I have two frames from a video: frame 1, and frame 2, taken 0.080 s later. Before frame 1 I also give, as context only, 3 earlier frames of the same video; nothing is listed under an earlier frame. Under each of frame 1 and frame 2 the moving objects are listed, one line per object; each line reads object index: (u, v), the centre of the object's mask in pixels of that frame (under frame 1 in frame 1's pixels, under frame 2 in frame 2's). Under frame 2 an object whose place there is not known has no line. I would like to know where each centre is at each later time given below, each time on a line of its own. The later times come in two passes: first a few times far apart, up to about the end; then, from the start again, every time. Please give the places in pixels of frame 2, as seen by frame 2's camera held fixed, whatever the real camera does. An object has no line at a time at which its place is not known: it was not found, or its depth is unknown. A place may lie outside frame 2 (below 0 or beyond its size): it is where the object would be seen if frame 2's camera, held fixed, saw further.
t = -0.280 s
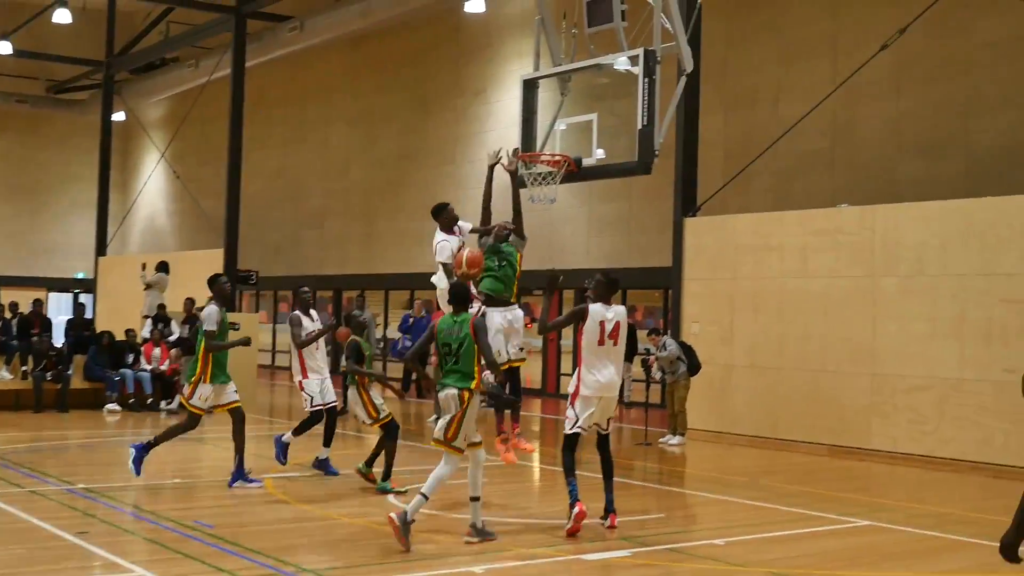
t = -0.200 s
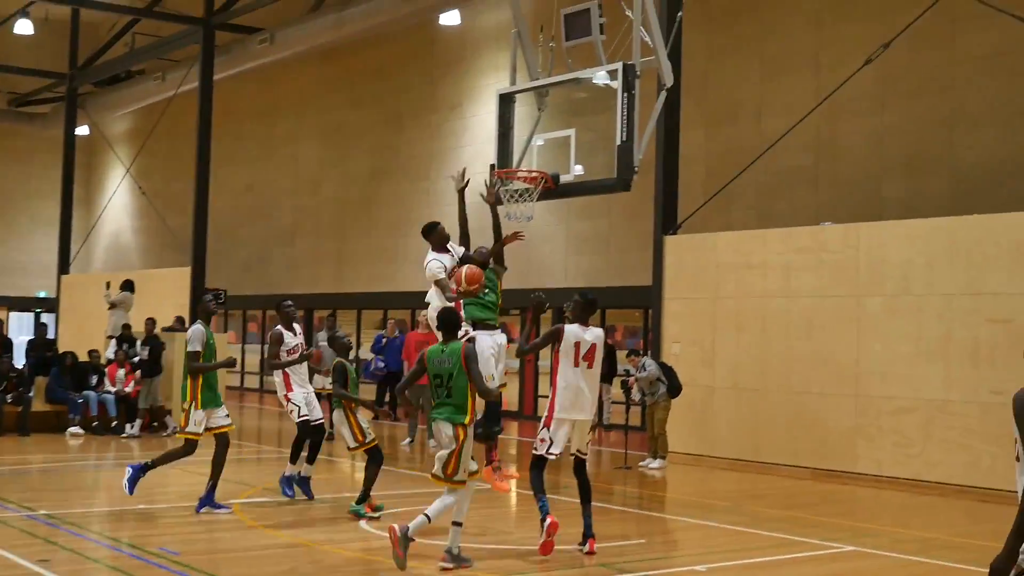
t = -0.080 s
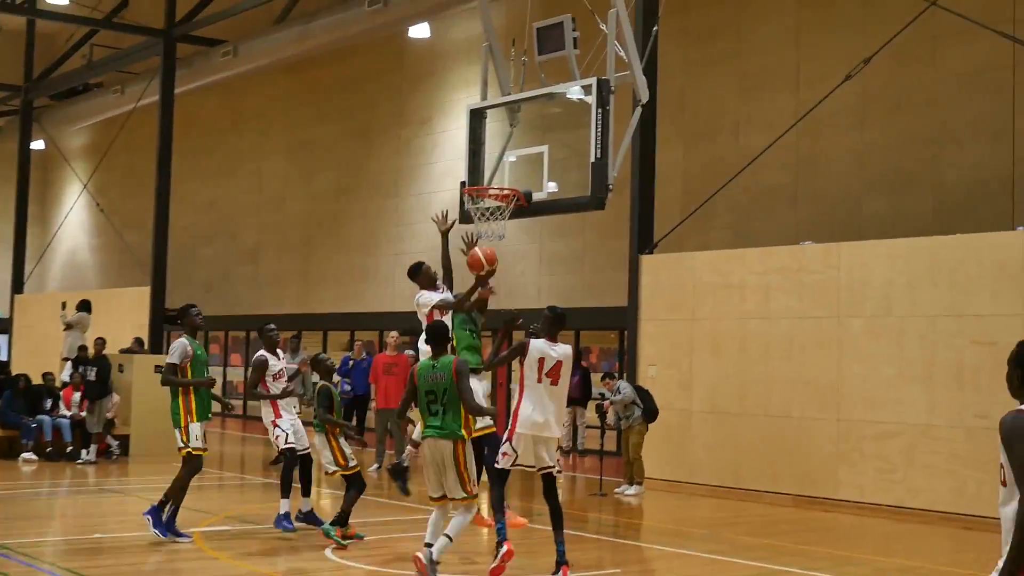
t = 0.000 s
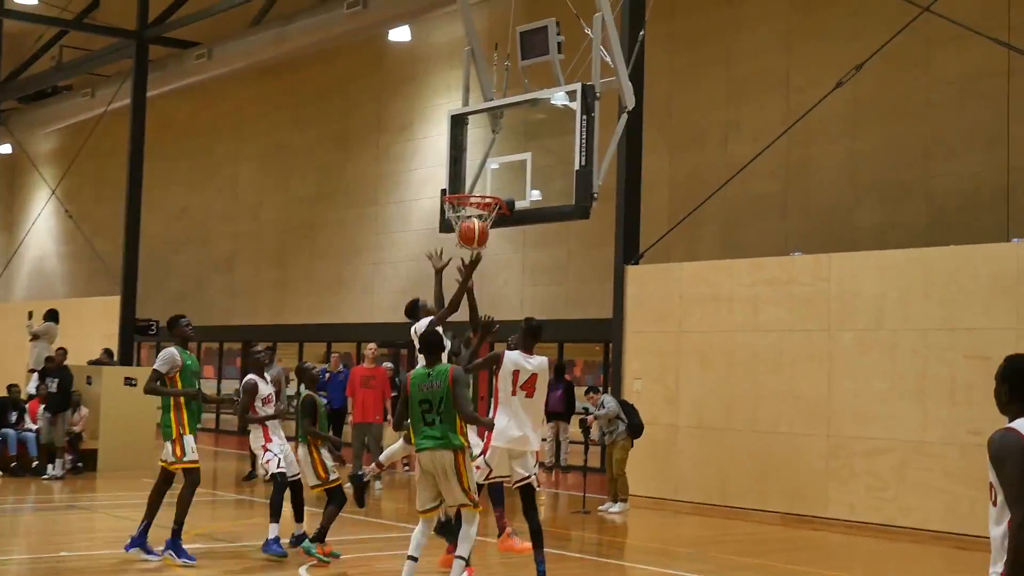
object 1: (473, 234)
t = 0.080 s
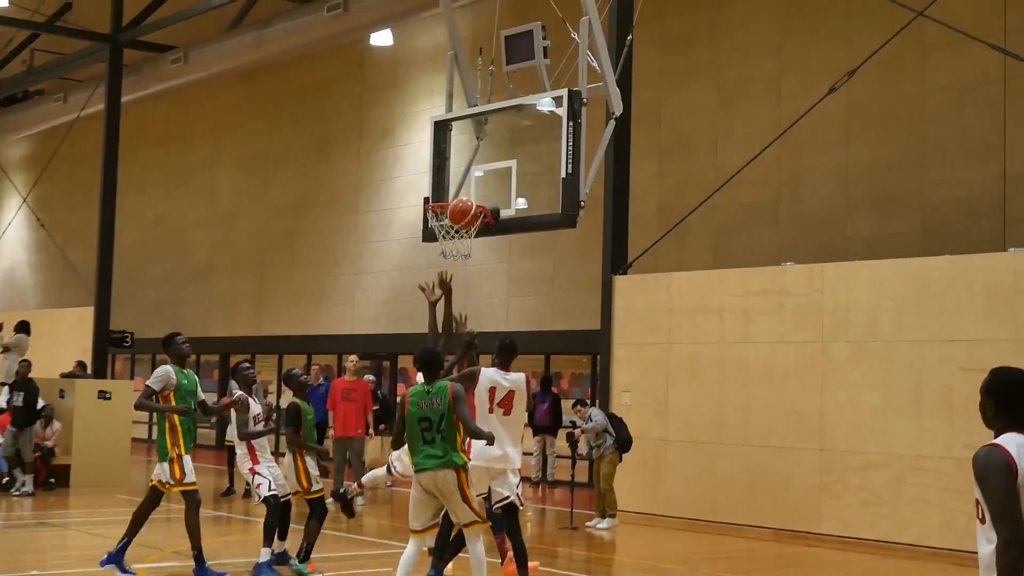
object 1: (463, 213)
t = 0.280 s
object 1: (474, 177)
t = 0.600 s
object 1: (459, 201)
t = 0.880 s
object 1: (441, 236)
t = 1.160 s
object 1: (461, 303)
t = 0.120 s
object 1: (465, 203)
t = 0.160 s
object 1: (467, 192)
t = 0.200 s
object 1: (470, 185)
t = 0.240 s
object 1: (472, 180)
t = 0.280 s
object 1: (474, 177)
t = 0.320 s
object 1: (476, 176)
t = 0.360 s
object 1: (478, 177)
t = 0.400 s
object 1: (479, 179)
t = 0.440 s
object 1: (481, 183)
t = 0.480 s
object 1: (483, 189)
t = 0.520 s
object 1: (475, 191)
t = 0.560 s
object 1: (467, 193)
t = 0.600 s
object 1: (459, 201)
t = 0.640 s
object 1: (452, 210)
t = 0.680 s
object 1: (447, 219)
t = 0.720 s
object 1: (439, 225)
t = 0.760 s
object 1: (437, 228)
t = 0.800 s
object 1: (438, 230)
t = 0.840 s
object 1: (439, 233)
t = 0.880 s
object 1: (441, 236)
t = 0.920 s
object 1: (445, 240)
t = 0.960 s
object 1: (448, 245)
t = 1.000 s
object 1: (451, 253)
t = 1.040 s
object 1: (454, 262)
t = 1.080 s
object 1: (456, 274)
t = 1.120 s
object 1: (459, 288)
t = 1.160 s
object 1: (461, 303)
